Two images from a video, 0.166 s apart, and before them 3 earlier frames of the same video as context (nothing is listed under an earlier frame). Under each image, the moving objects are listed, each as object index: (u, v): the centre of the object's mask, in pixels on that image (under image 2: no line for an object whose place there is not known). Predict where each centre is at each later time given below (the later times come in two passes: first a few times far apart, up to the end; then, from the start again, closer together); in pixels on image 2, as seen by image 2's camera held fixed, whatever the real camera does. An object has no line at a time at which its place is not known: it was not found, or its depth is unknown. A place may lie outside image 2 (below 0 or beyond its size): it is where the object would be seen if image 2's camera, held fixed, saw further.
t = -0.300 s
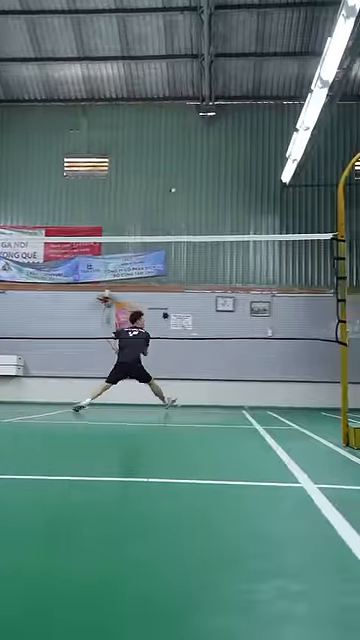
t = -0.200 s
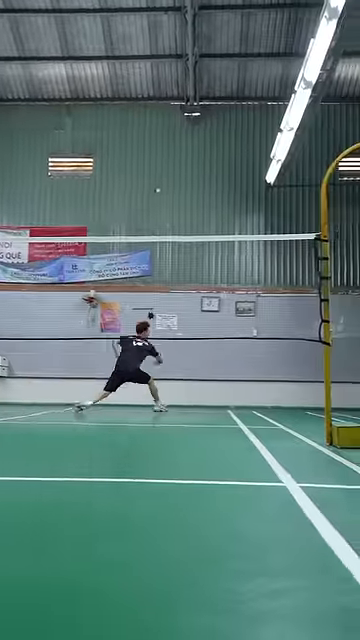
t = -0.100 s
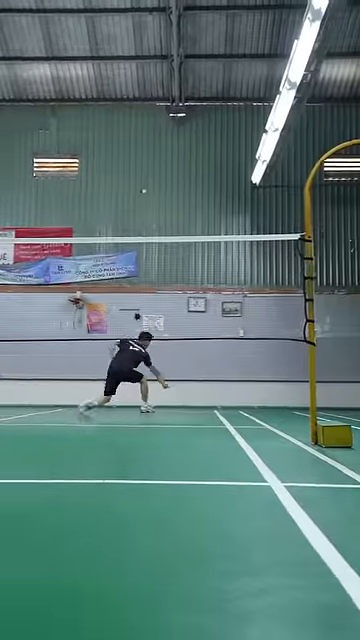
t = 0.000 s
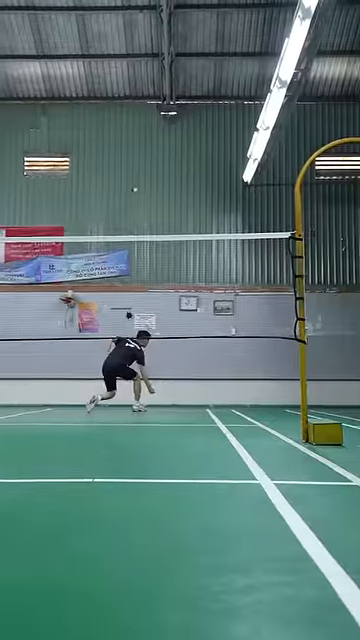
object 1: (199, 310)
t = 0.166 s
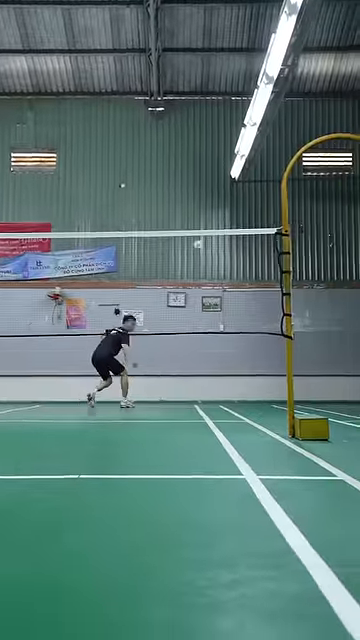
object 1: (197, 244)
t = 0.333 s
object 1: (206, 206)
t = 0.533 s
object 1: (214, 208)
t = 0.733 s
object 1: (219, 302)
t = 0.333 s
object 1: (206, 206)
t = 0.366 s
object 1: (207, 203)
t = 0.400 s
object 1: (208, 201)
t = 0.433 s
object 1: (210, 199)
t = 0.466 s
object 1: (211, 200)
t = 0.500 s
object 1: (212, 203)
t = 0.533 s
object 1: (214, 208)
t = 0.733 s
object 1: (219, 302)
